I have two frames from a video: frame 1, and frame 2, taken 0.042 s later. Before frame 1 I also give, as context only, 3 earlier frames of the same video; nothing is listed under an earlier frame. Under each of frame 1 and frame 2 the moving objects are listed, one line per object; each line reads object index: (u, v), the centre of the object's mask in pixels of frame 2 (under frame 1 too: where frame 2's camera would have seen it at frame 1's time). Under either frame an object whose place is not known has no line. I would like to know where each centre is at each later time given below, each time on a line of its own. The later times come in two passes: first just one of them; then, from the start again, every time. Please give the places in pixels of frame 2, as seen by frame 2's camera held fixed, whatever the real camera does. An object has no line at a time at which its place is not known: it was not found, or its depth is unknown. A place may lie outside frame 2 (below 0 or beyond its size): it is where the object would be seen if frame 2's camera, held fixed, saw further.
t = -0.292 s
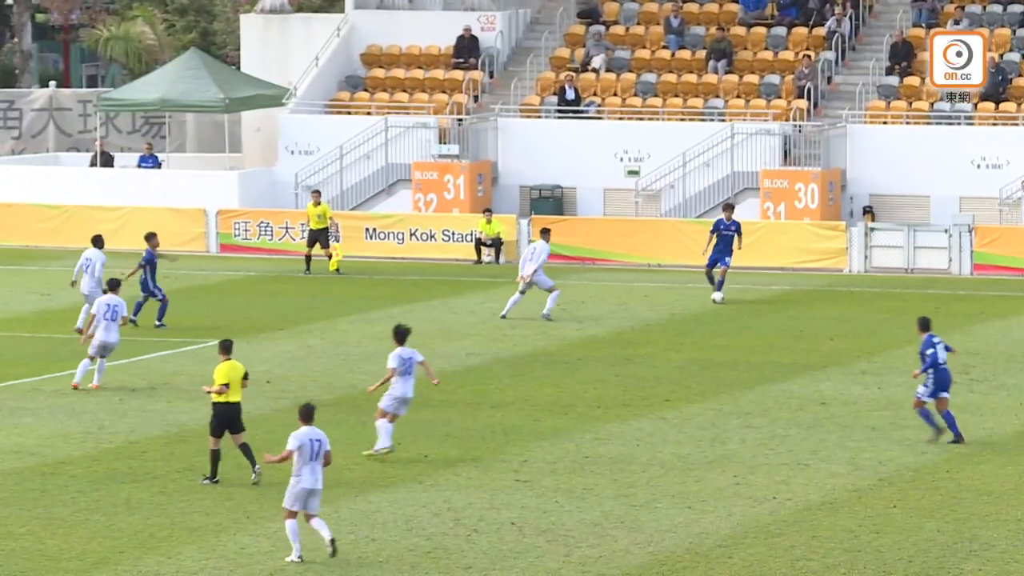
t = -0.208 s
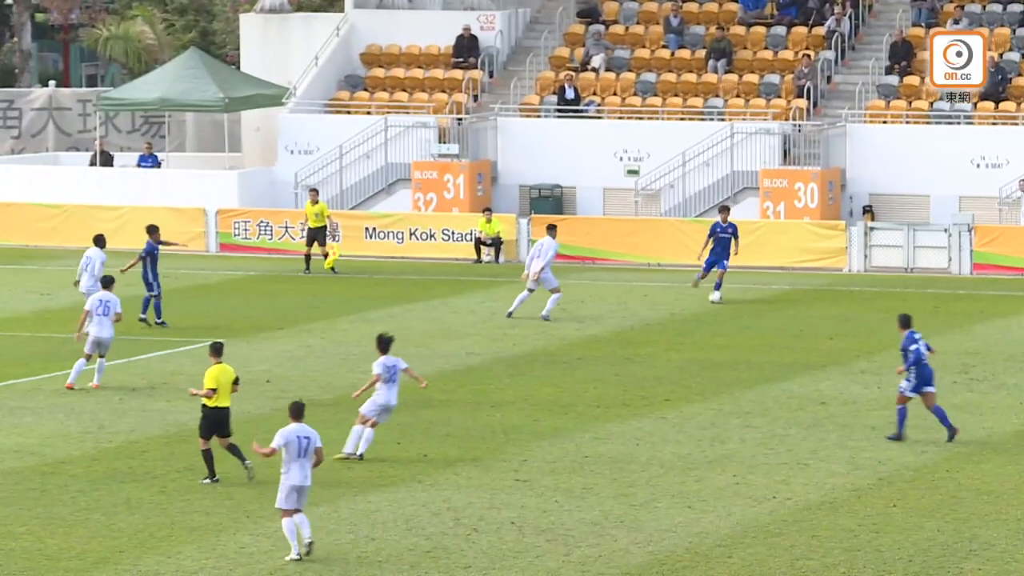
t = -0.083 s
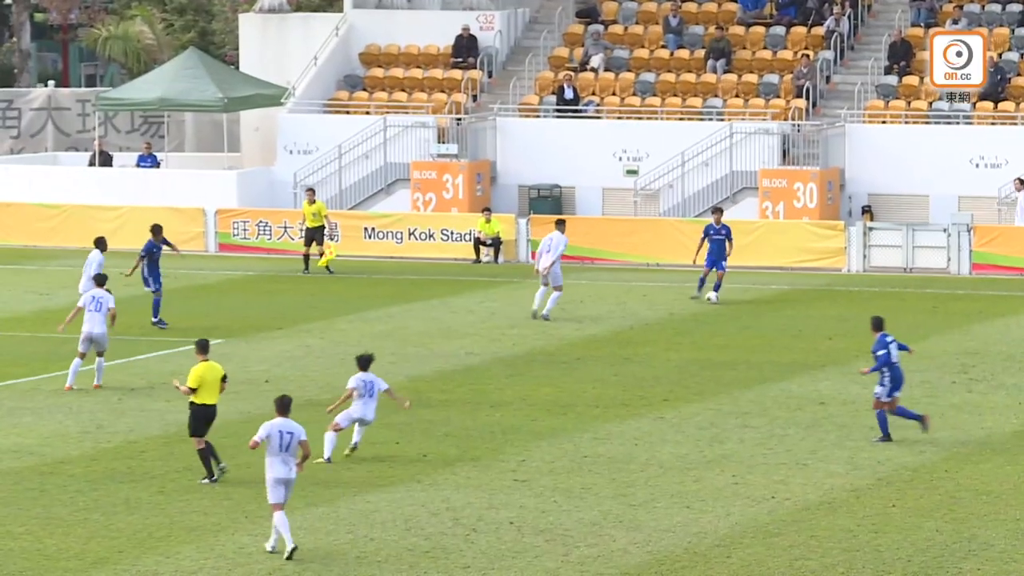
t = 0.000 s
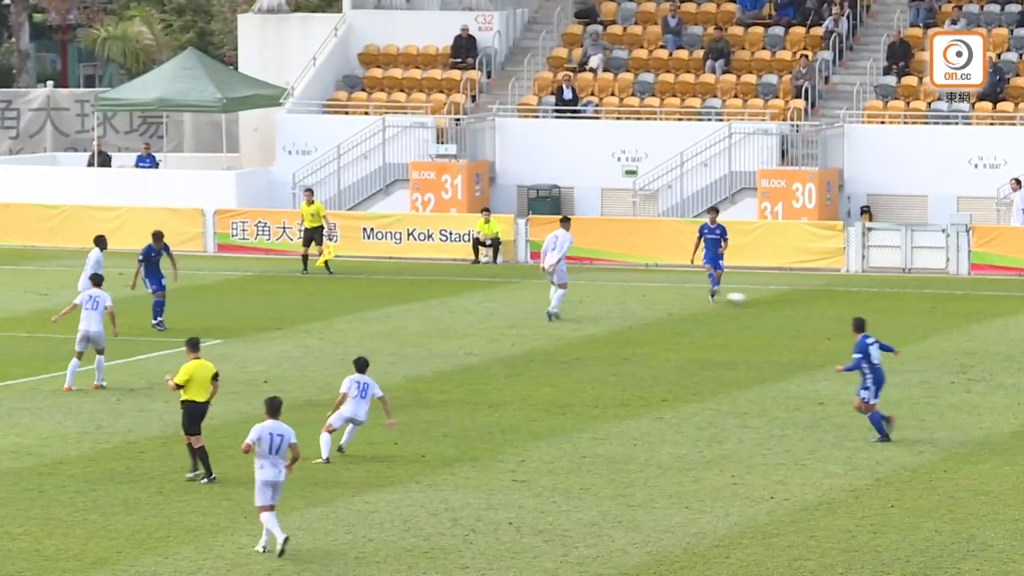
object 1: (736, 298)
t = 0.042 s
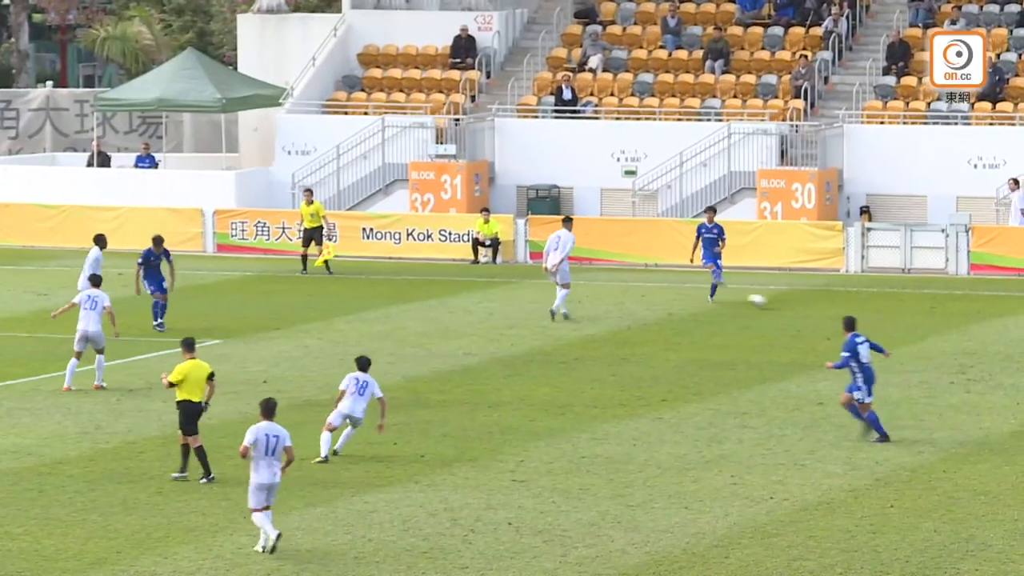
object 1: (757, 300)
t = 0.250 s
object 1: (862, 311)
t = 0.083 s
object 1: (779, 301)
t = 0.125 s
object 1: (801, 305)
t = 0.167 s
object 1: (823, 308)
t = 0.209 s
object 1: (843, 311)
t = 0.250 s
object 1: (862, 311)
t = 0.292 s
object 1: (879, 312)
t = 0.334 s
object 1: (897, 315)
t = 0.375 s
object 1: (916, 319)
